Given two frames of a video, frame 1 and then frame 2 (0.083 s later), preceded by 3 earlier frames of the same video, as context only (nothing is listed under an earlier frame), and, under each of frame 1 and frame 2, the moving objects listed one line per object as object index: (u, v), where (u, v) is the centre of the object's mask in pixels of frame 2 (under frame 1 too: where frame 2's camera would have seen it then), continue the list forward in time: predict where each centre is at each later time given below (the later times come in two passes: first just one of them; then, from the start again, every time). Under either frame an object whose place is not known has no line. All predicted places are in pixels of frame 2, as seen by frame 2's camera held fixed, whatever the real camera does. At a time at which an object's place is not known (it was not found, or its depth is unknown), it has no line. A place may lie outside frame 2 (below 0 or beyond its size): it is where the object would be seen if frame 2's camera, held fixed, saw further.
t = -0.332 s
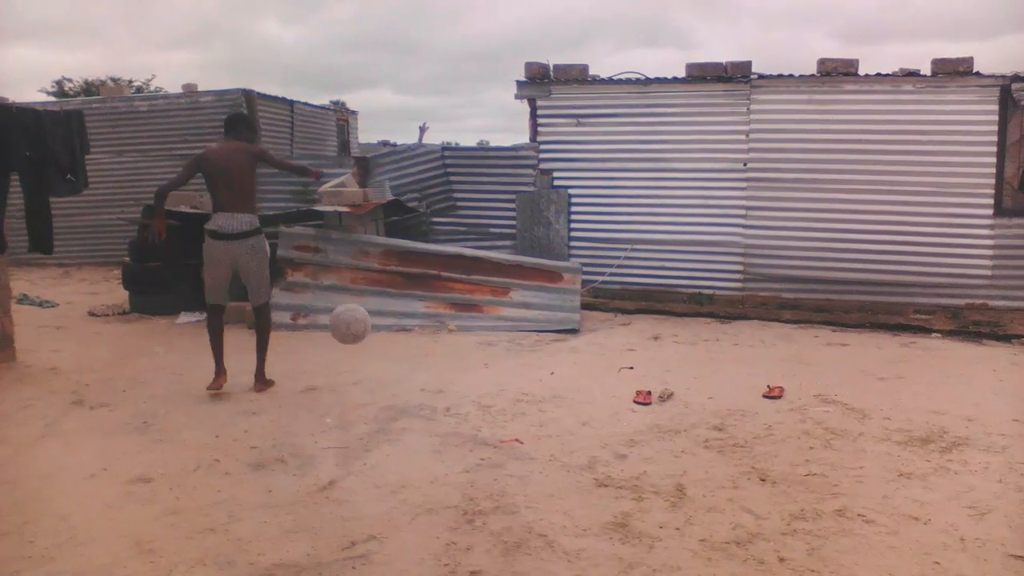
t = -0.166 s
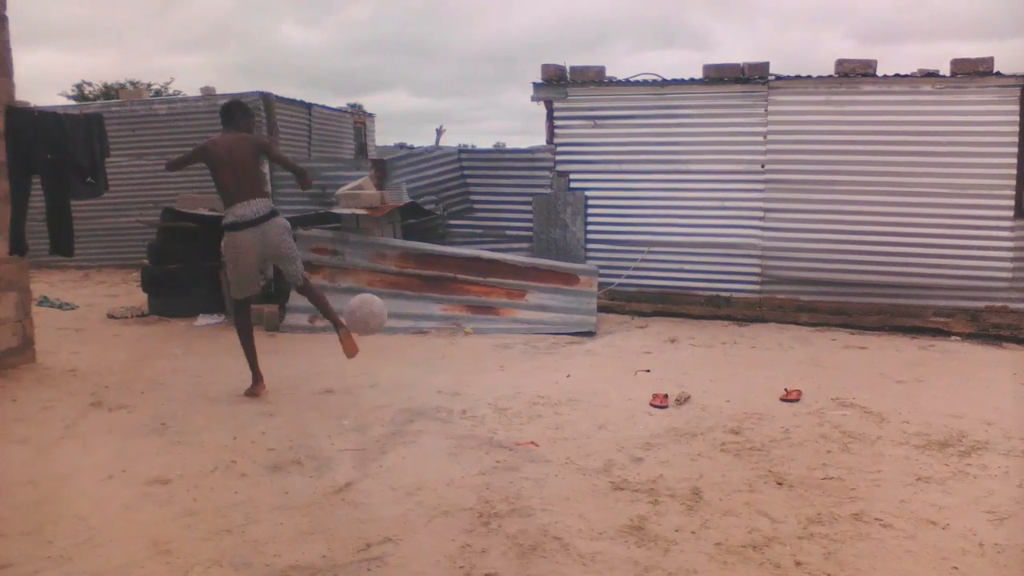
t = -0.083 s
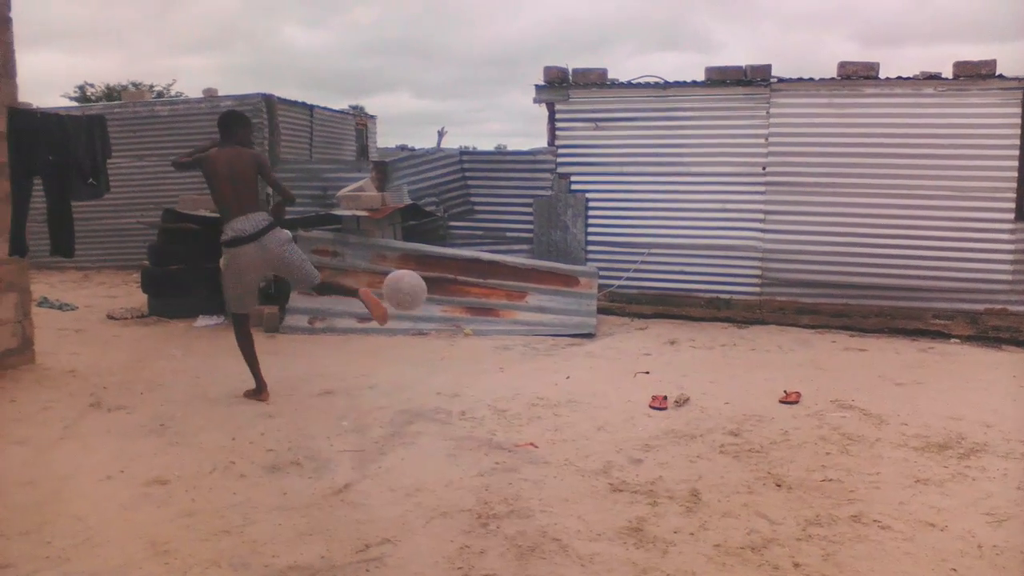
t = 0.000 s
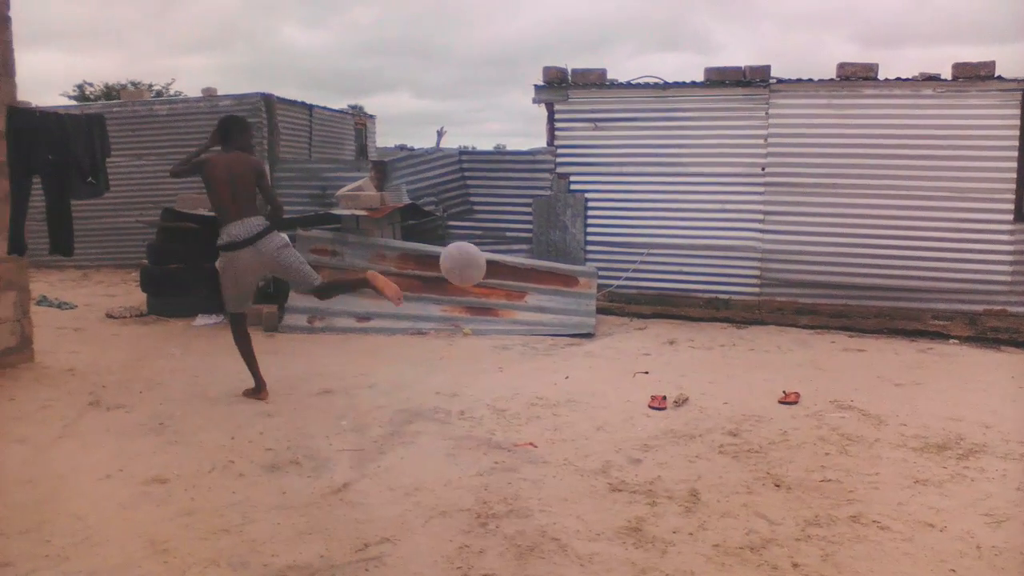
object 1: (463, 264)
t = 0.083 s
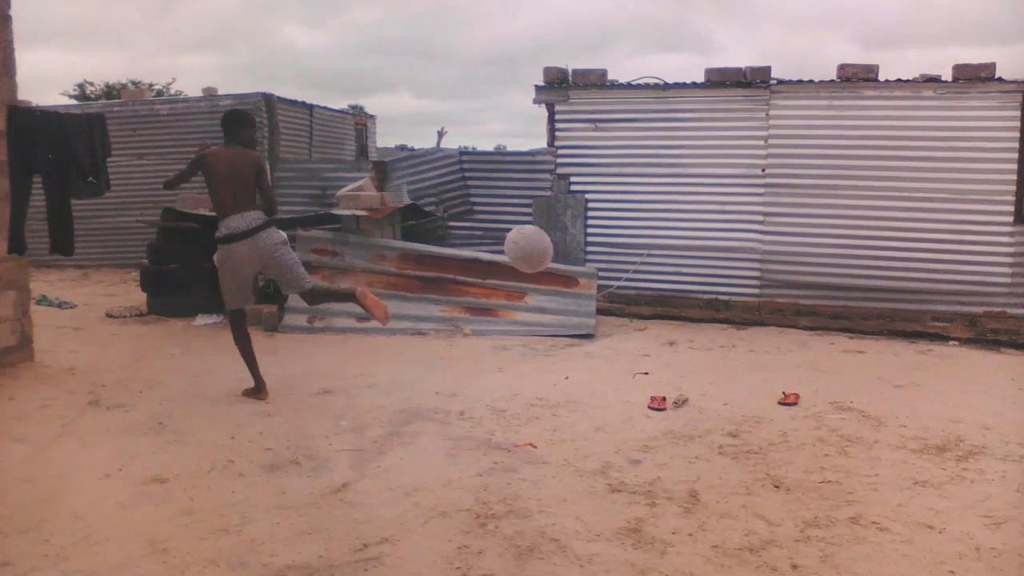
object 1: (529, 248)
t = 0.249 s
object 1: (689, 259)
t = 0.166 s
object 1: (603, 245)
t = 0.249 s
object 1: (689, 259)
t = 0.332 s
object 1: (785, 296)
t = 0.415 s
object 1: (892, 358)
